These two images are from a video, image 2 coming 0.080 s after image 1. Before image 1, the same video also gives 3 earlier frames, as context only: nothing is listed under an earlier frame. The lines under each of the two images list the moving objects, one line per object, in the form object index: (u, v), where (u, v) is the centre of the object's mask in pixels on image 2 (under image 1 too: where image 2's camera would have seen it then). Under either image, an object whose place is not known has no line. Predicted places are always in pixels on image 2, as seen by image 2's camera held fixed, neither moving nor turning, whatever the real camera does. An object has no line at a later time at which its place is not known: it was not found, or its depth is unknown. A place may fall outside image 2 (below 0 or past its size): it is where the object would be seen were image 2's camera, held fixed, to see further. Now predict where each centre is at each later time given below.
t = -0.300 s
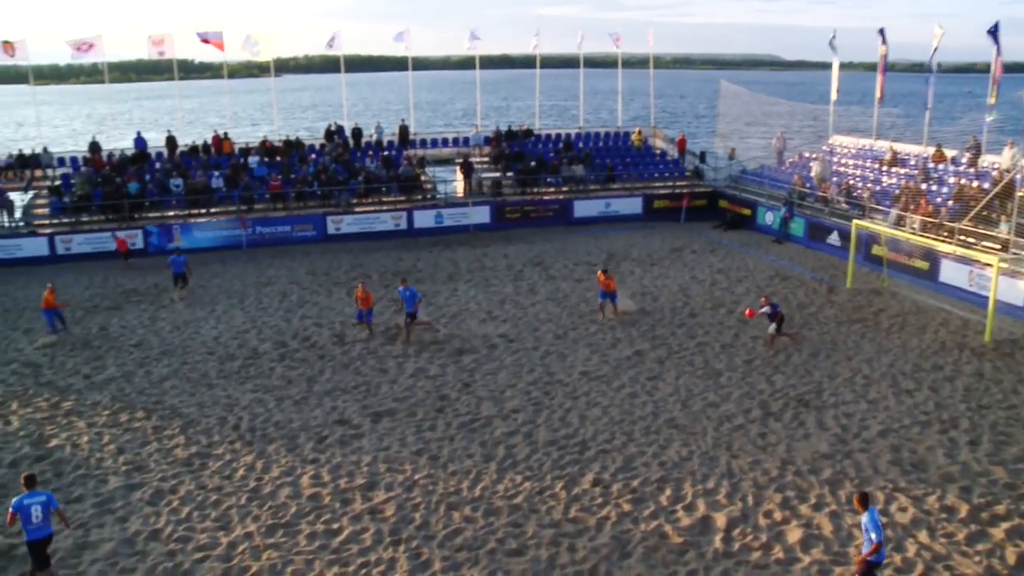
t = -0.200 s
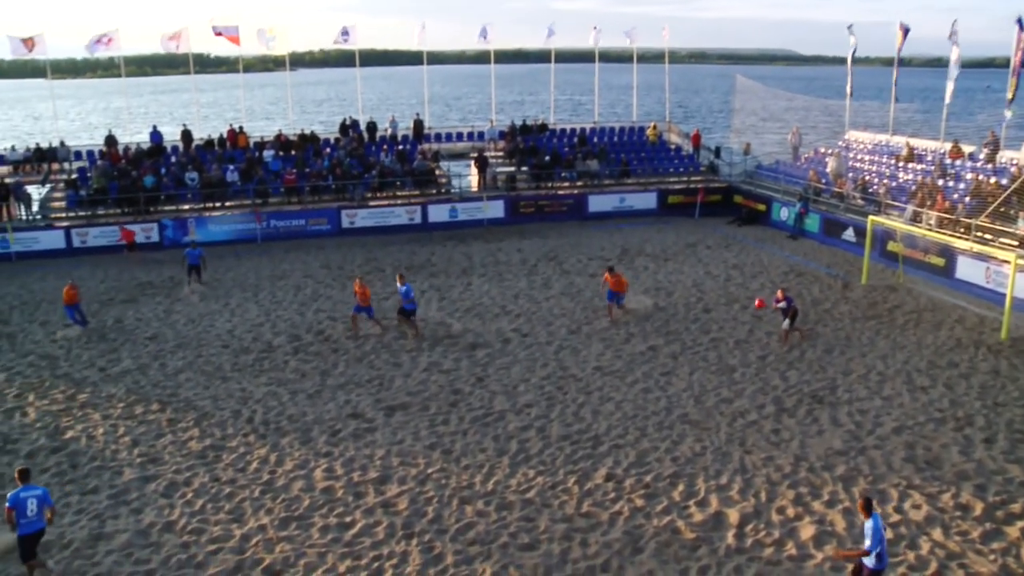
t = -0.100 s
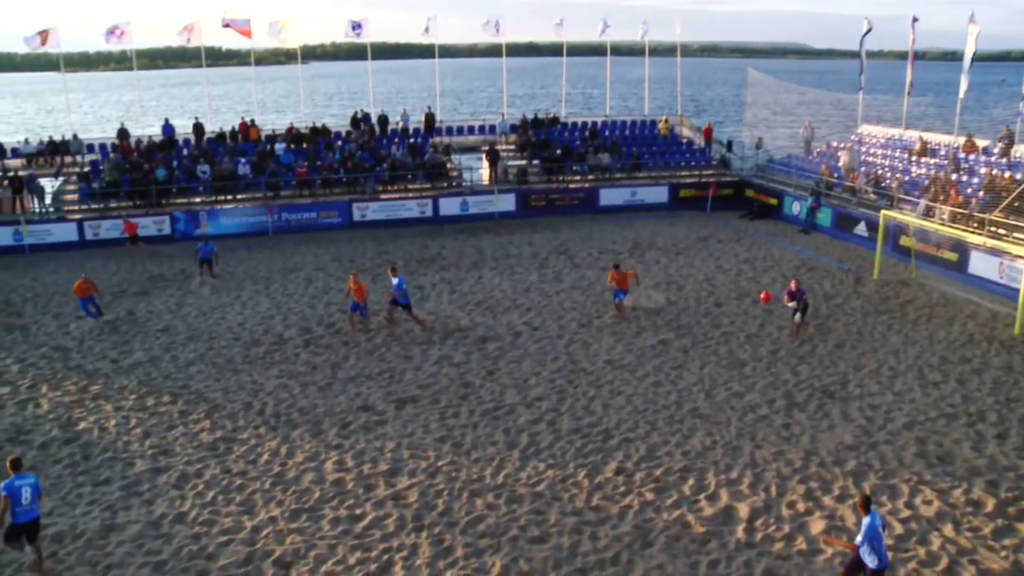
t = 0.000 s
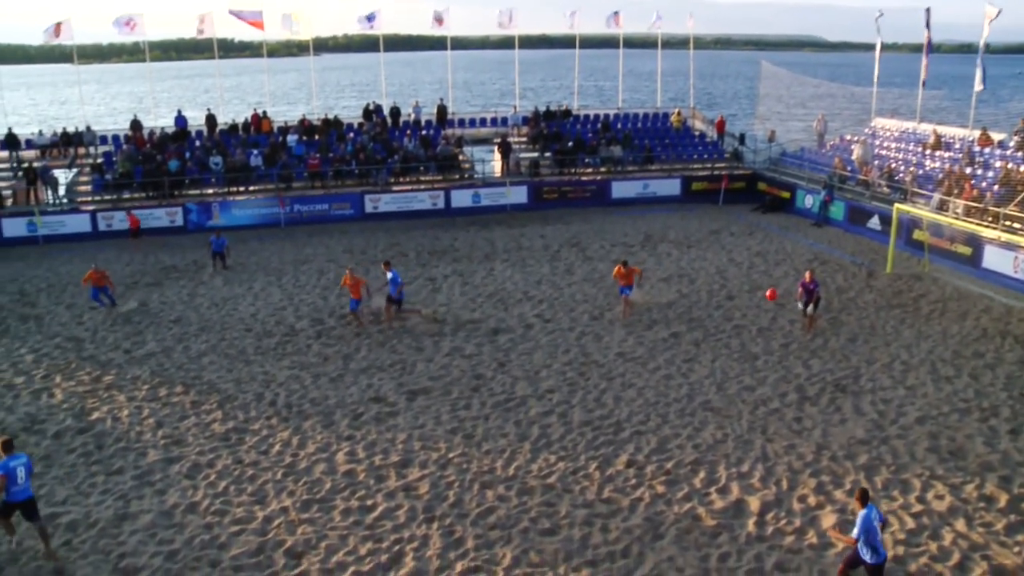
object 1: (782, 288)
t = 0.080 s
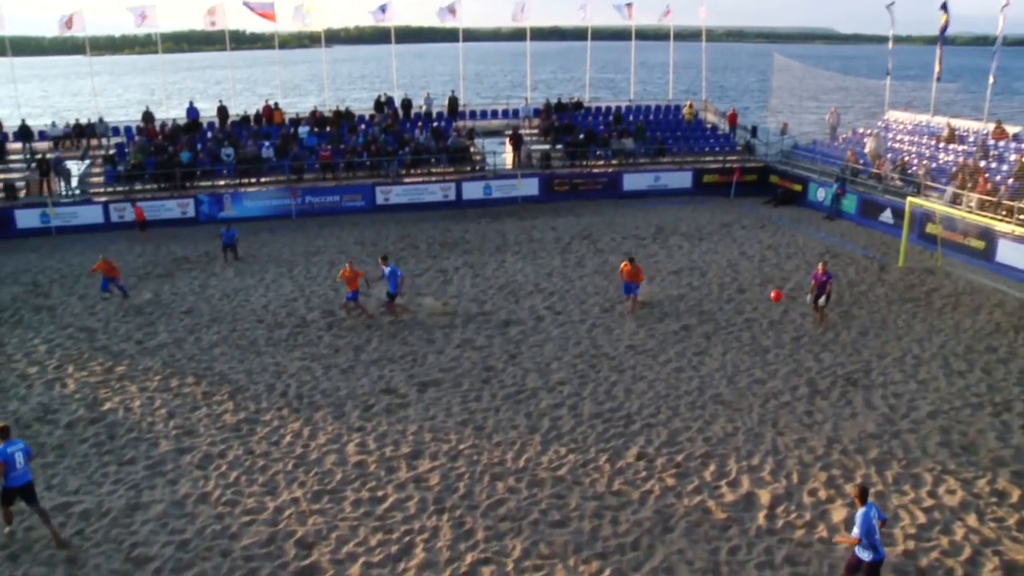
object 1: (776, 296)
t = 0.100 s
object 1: (774, 298)
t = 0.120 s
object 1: (772, 301)
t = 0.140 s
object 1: (771, 304)
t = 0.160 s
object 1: (769, 307)
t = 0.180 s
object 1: (767, 311)
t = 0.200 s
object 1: (765, 315)
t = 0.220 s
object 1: (763, 319)
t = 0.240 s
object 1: (762, 324)
